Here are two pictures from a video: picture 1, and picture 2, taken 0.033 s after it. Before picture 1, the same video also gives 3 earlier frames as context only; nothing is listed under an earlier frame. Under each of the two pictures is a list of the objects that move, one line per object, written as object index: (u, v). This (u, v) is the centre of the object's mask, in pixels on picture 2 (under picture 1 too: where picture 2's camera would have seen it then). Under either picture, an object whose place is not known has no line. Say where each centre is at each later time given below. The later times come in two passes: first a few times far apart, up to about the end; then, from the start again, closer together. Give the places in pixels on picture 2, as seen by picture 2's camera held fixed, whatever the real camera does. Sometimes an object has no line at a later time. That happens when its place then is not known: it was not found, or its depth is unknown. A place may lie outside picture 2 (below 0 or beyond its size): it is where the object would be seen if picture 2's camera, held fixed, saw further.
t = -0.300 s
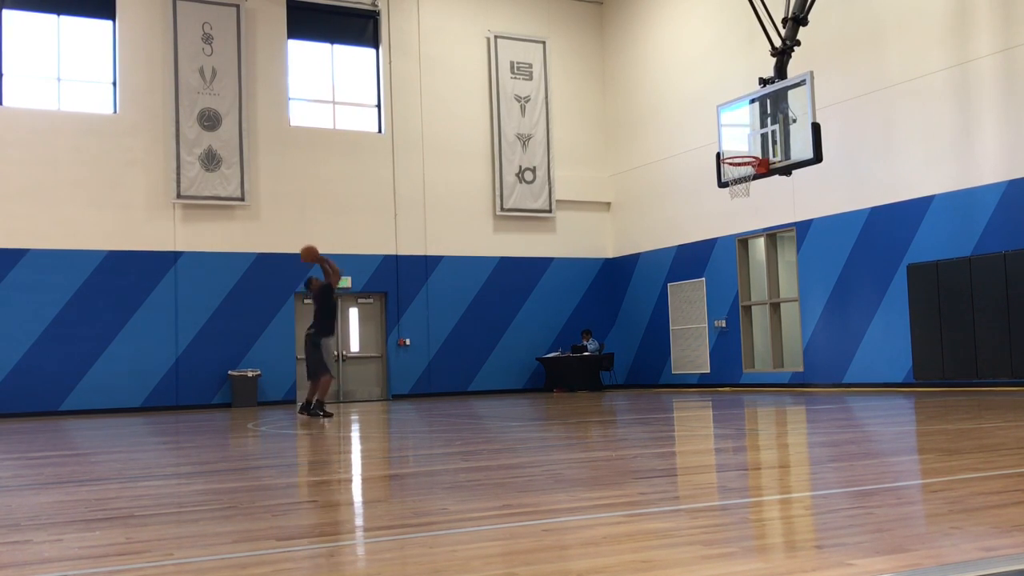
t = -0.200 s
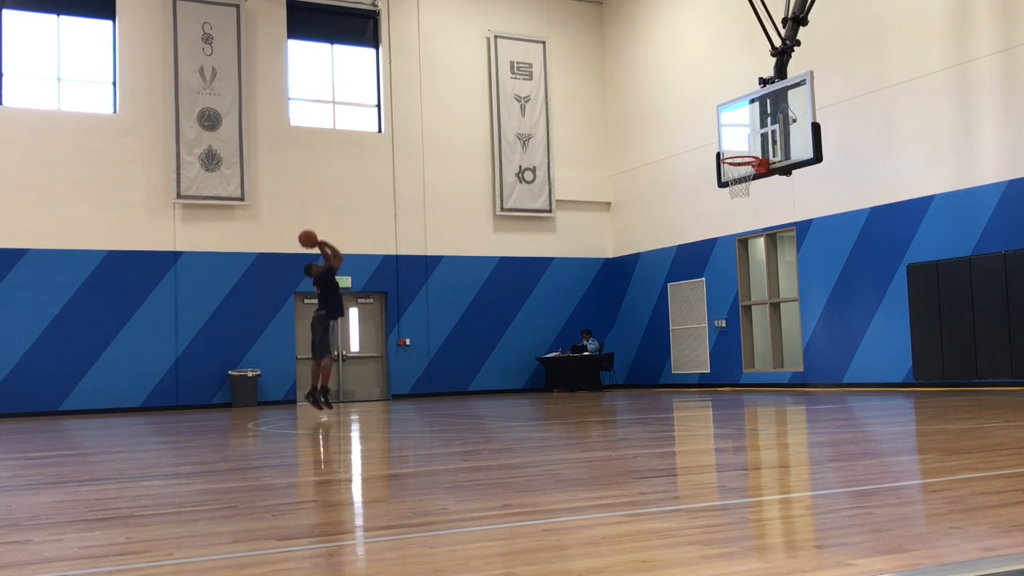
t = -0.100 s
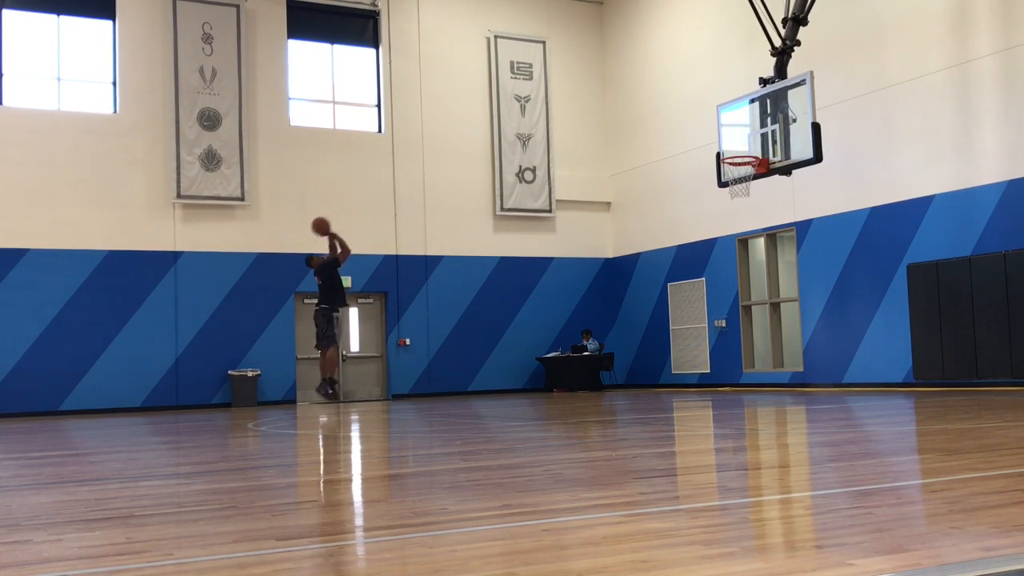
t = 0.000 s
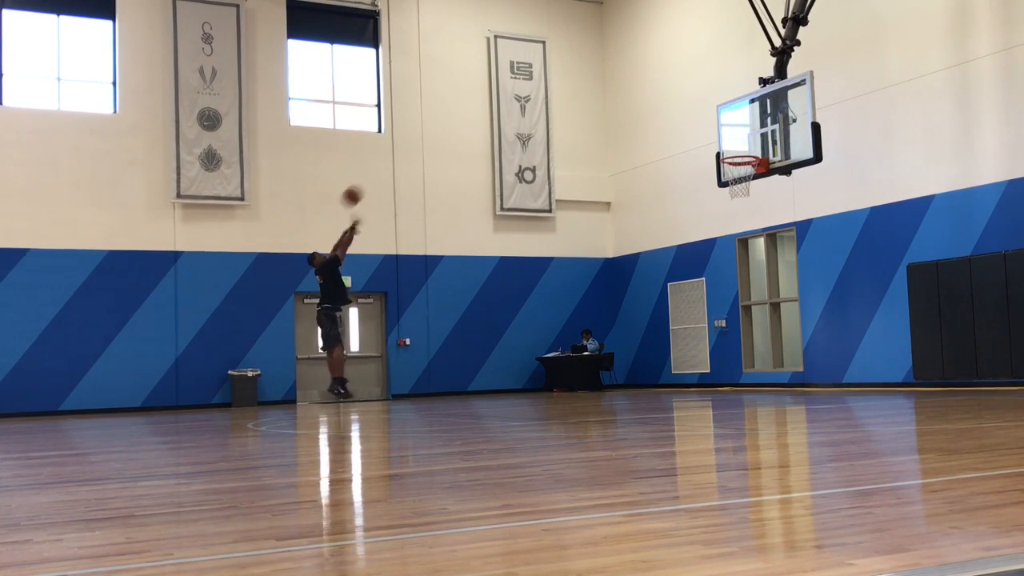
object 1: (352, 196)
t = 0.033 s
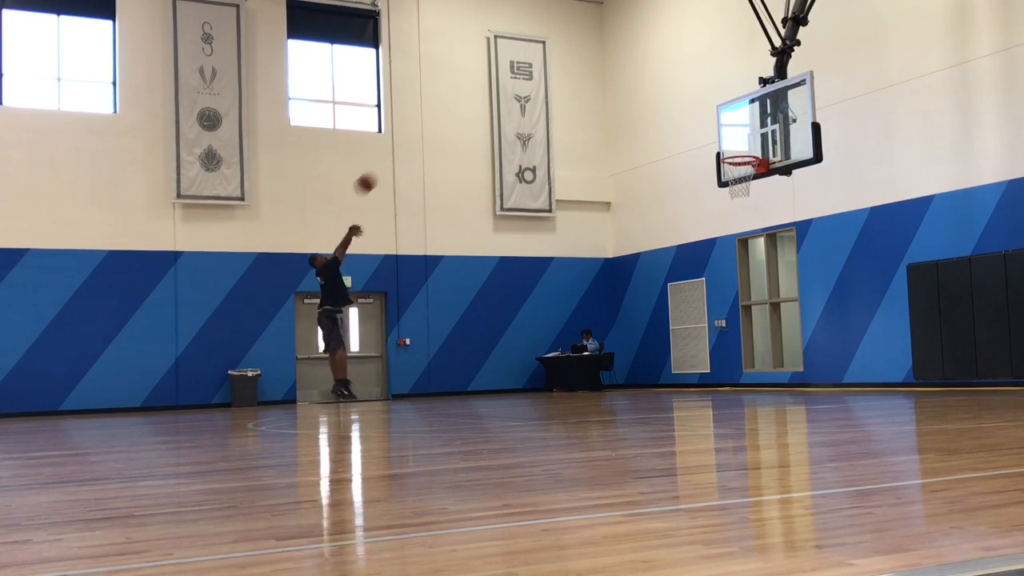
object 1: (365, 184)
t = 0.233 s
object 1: (447, 124)
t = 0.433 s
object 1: (530, 93)
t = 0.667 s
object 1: (627, 95)
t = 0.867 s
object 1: (713, 128)
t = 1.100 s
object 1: (748, 128)
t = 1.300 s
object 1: (716, 119)
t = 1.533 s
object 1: (682, 145)
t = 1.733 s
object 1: (656, 197)
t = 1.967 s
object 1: (627, 293)
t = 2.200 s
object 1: (605, 379)
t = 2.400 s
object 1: (598, 314)
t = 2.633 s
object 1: (592, 275)
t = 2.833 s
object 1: (589, 271)
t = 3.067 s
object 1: (586, 302)
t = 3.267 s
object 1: (585, 358)
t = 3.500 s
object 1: (583, 363)
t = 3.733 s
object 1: (580, 332)
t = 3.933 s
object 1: (579, 335)
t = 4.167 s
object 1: (578, 371)
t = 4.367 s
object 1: (578, 373)
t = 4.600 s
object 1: (578, 357)
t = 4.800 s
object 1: (578, 370)
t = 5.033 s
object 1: (579, 379)
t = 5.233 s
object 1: (580, 371)
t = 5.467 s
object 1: (581, 391)
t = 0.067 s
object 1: (379, 171)
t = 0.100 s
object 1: (392, 161)
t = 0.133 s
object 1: (406, 150)
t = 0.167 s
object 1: (420, 140)
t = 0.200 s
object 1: (433, 132)
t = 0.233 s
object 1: (447, 124)
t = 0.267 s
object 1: (461, 117)
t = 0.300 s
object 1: (475, 110)
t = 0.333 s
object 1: (488, 105)
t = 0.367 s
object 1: (502, 100)
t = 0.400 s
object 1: (516, 96)
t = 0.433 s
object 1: (530, 93)
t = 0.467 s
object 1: (544, 91)
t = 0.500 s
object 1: (558, 89)
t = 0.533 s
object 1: (571, 89)
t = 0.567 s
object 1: (585, 89)
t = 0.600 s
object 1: (599, 90)
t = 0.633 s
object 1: (613, 92)
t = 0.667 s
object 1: (627, 95)
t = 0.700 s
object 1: (641, 98)
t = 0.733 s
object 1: (656, 102)
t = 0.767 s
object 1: (670, 108)
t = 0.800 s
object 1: (684, 113)
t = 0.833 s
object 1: (699, 120)
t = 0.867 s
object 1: (713, 128)
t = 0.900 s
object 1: (729, 137)
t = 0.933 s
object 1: (744, 147)
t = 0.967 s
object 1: (750, 147)
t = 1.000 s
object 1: (749, 141)
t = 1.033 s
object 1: (749, 136)
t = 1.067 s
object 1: (748, 131)
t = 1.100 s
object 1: (748, 128)
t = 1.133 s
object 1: (743, 125)
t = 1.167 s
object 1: (738, 122)
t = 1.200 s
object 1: (732, 120)
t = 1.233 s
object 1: (727, 118)
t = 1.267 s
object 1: (721, 118)
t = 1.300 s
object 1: (716, 119)
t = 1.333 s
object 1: (711, 120)
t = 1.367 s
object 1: (707, 122)
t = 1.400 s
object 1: (702, 125)
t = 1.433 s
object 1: (697, 129)
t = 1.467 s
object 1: (692, 134)
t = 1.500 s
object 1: (687, 139)
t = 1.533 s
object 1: (682, 145)
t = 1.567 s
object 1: (678, 152)
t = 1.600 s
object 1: (673, 159)
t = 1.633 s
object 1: (669, 168)
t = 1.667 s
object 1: (664, 177)
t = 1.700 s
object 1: (660, 187)
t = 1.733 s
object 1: (656, 197)
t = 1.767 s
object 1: (652, 209)
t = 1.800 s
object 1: (647, 222)
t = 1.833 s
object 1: (643, 234)
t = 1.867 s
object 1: (639, 247)
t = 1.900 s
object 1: (635, 263)
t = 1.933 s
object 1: (631, 278)
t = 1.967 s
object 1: (627, 293)
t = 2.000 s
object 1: (624, 309)
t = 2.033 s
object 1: (620, 326)
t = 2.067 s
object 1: (617, 343)
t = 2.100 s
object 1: (611, 362)
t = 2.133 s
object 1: (608, 381)
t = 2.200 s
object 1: (605, 379)
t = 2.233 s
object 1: (602, 365)
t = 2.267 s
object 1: (602, 355)
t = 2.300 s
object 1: (601, 342)
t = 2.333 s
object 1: (600, 332)
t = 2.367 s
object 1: (598, 322)
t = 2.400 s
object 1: (598, 314)
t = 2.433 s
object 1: (597, 306)
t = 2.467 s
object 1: (596, 299)
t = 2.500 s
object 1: (595, 292)
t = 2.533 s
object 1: (594, 287)
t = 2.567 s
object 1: (594, 282)
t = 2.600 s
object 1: (593, 278)
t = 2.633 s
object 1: (592, 275)
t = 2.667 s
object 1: (592, 272)
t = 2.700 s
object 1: (591, 271)
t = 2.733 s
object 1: (590, 270)
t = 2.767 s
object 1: (590, 270)
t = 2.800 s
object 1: (589, 270)
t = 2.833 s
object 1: (589, 271)
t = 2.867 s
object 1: (588, 273)
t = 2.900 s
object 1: (588, 276)
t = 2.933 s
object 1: (587, 280)
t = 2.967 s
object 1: (587, 284)
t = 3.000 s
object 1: (586, 290)
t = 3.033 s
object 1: (586, 296)
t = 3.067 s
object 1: (586, 302)
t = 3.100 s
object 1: (586, 310)
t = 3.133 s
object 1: (585, 317)
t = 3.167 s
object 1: (585, 326)
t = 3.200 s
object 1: (585, 335)
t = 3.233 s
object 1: (585, 345)
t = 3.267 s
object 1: (585, 358)
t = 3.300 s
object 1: (585, 369)
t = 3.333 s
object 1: (585, 381)
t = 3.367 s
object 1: (585, 393)
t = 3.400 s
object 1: (584, 385)
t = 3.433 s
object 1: (584, 378)
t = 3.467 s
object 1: (583, 370)
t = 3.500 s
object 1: (583, 363)
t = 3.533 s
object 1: (582, 355)
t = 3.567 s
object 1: (582, 349)
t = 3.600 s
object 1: (581, 345)
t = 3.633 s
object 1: (581, 340)
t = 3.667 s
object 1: (580, 337)
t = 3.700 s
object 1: (580, 334)
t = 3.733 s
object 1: (580, 332)
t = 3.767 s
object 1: (580, 331)
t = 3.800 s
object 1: (580, 331)
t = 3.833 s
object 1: (580, 331)
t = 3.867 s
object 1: (579, 332)
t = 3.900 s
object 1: (579, 333)
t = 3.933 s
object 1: (579, 335)
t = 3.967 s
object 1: (579, 338)
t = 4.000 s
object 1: (578, 342)
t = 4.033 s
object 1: (578, 346)
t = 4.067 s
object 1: (578, 352)
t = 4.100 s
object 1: (578, 358)
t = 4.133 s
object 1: (578, 364)
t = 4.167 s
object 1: (578, 371)
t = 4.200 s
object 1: (579, 379)
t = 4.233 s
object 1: (579, 387)
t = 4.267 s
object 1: (579, 390)
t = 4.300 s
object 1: (579, 383)
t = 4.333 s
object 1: (578, 378)
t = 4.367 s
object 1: (578, 373)
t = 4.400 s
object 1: (578, 368)
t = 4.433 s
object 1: (578, 365)
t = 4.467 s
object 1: (578, 362)
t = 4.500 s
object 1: (577, 360)
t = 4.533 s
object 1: (578, 357)
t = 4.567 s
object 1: (578, 357)
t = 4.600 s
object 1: (578, 357)
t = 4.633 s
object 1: (578, 357)
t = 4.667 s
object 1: (578, 358)
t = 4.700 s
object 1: (578, 360)
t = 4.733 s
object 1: (578, 363)
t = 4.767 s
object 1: (578, 366)
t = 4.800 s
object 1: (578, 370)
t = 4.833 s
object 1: (579, 375)
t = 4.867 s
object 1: (579, 381)
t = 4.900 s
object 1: (579, 386)
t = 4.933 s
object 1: (580, 391)
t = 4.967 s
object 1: (580, 386)
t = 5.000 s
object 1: (579, 382)
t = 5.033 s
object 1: (579, 379)
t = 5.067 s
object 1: (579, 376)
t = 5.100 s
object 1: (579, 373)
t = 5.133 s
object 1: (579, 372)
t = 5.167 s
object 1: (579, 371)
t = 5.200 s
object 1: (580, 371)
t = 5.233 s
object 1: (580, 371)
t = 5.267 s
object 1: (580, 372)
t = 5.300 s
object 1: (580, 373)
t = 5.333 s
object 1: (580, 376)
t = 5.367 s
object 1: (580, 379)
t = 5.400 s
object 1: (580, 383)
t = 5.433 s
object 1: (581, 386)
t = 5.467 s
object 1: (581, 391)
